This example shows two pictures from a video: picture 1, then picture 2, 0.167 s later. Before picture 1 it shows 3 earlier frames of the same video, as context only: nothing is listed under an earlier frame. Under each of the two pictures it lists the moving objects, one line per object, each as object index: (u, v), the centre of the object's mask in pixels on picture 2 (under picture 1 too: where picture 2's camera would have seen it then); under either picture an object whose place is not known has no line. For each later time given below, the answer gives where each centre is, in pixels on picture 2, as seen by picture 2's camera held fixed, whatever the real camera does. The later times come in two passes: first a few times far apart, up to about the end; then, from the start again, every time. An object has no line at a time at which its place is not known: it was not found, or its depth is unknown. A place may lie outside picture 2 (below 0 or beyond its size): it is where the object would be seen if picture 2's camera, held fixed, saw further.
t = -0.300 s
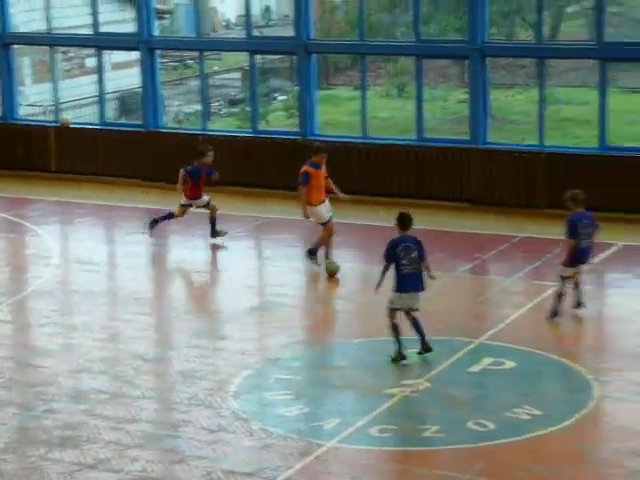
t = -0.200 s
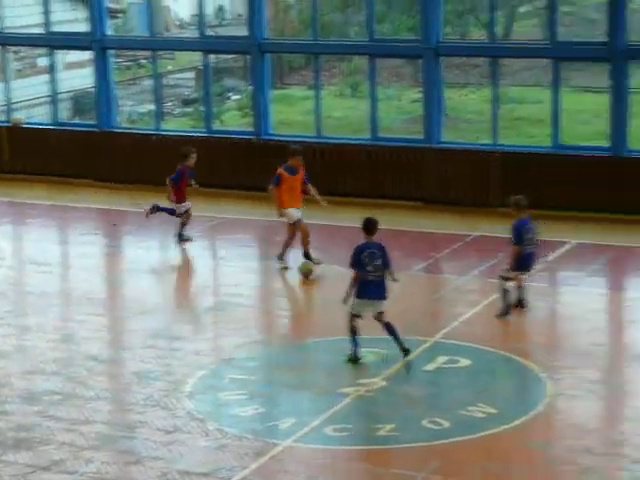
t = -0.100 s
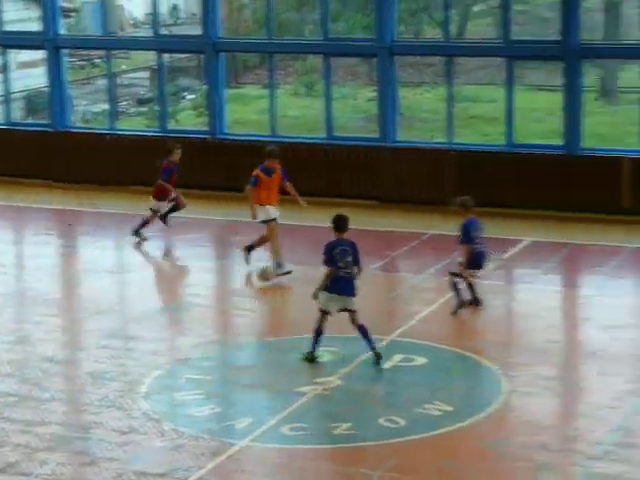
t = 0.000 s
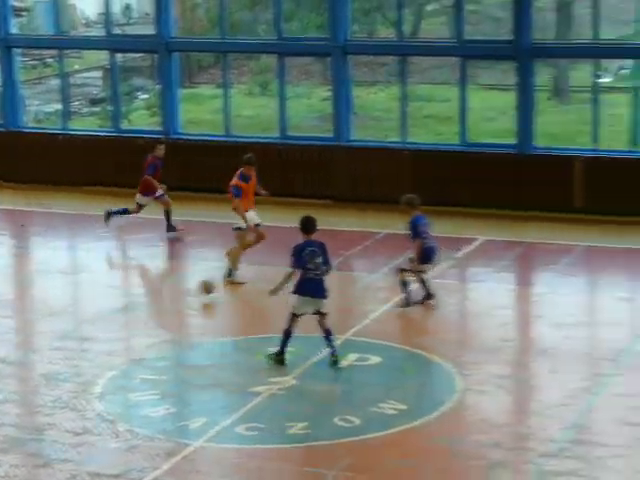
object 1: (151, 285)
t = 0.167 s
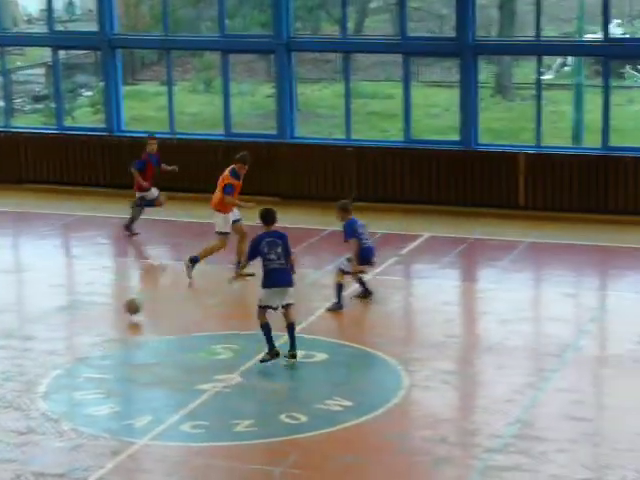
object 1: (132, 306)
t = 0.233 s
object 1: (126, 317)
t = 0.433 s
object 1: (108, 345)
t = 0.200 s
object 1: (129, 311)
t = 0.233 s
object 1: (126, 317)
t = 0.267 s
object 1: (122, 324)
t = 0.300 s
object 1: (119, 326)
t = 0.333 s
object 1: (116, 329)
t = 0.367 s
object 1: (113, 334)
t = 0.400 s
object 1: (110, 339)
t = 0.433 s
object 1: (108, 345)
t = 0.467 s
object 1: (104, 347)
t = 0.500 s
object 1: (102, 351)
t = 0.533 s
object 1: (99, 356)
